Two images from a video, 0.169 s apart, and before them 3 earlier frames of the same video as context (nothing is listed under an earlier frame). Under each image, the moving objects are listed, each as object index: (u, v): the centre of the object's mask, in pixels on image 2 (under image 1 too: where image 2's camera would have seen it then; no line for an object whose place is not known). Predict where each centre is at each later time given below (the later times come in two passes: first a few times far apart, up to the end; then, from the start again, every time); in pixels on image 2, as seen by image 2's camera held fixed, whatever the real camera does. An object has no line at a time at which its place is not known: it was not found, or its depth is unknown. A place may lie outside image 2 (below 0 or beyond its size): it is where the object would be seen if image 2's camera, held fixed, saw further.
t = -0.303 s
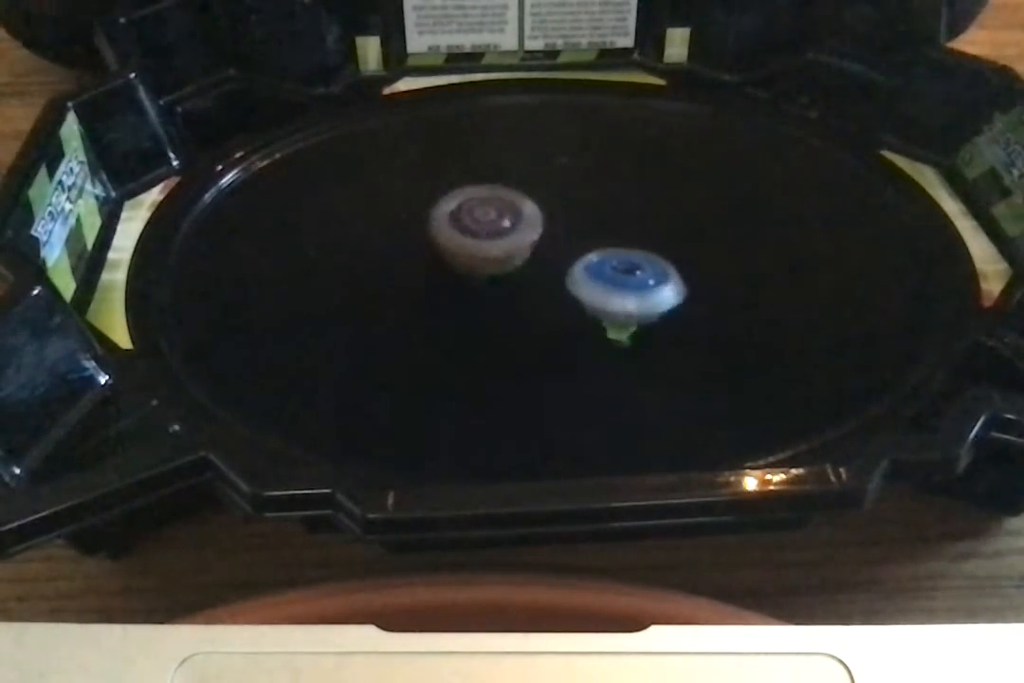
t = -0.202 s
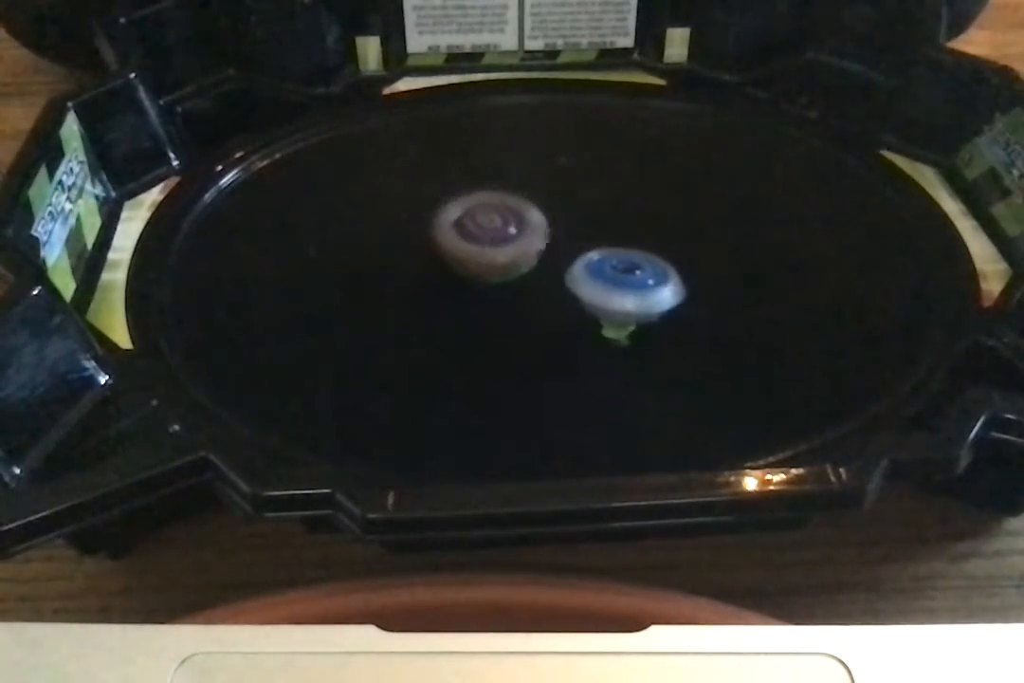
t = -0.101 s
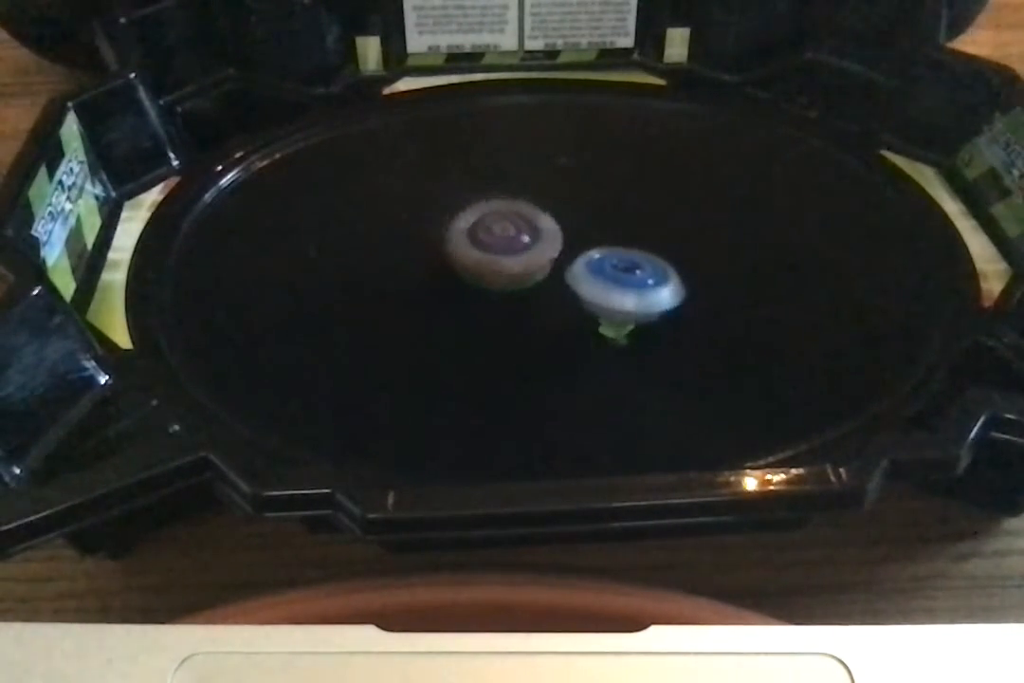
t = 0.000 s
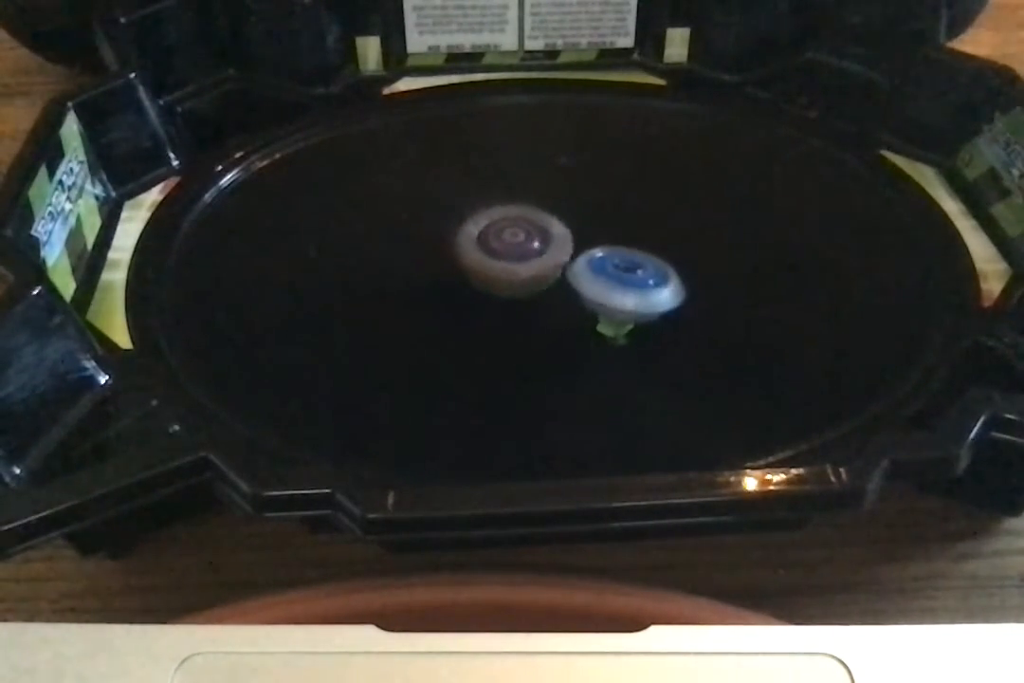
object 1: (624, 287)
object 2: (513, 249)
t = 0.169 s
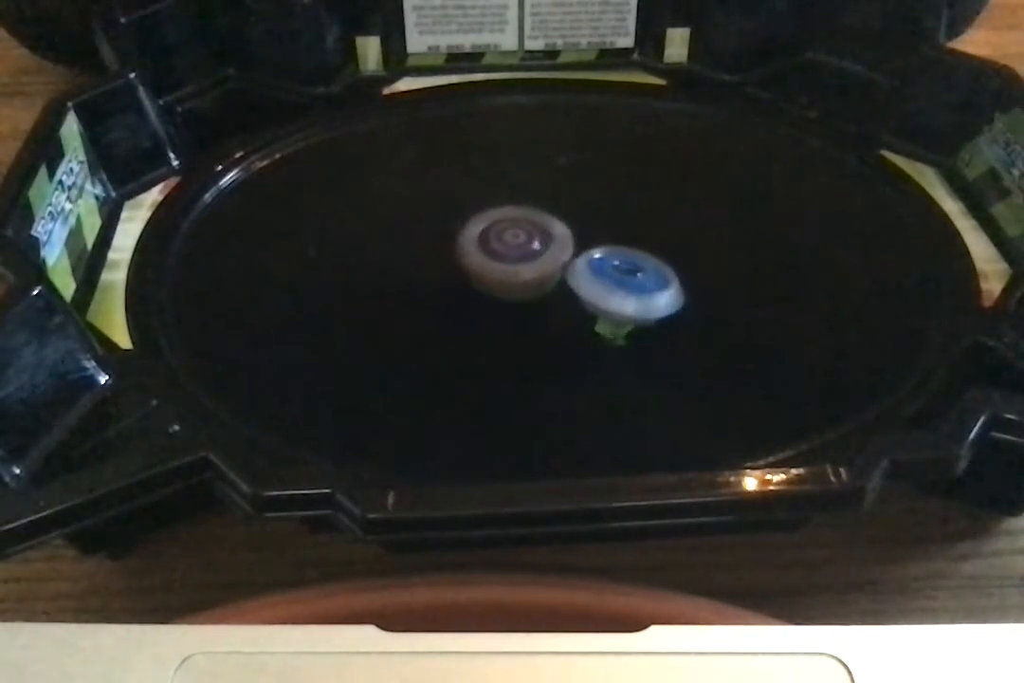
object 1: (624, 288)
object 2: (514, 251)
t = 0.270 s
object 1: (622, 287)
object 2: (513, 249)
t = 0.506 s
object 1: (624, 287)
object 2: (524, 243)
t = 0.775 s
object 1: (624, 293)
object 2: (520, 228)
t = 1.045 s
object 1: (624, 288)
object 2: (514, 232)
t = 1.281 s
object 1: (626, 288)
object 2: (515, 234)
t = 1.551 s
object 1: (628, 291)
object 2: (529, 229)
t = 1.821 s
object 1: (626, 296)
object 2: (545, 230)
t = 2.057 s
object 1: (620, 300)
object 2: (550, 236)
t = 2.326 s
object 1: (617, 296)
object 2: (513, 219)
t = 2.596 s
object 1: (607, 288)
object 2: (496, 239)
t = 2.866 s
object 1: (606, 280)
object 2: (497, 247)
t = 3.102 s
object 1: (607, 272)
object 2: (497, 245)
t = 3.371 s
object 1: (611, 269)
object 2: (498, 244)
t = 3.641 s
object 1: (613, 268)
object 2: (500, 244)
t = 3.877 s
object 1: (615, 267)
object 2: (502, 242)
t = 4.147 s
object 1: (618, 267)
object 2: (504, 241)
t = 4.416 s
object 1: (619, 269)
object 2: (506, 241)
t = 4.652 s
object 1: (618, 269)
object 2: (506, 239)
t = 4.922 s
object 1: (619, 269)
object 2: (510, 240)
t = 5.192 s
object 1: (617, 269)
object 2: (511, 237)
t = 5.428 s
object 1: (616, 271)
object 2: (505, 236)
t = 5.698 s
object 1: (618, 271)
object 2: (506, 238)
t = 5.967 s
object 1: (623, 270)
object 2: (512, 240)
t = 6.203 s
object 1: (626, 275)
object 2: (519, 246)
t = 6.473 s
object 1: (635, 284)
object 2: (495, 236)
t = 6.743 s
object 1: (603, 267)
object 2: (468, 221)
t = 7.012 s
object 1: (601, 258)
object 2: (496, 235)
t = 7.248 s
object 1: (610, 259)
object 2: (502, 231)
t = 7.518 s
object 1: (626, 261)
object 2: (501, 237)
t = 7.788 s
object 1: (639, 273)
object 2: (520, 253)
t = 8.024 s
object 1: (625, 284)
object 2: (505, 265)
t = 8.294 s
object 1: (604, 261)
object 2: (474, 241)
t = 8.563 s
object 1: (649, 243)
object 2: (510, 230)
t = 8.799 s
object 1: (676, 266)
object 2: (559, 241)
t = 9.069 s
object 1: (668, 285)
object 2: (547, 239)
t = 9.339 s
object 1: (634, 282)
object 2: (526, 220)
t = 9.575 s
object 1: (625, 289)
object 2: (544, 227)
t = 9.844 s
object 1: (616, 302)
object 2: (547, 214)
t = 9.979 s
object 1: (561, 308)
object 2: (531, 229)
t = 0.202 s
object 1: (622, 288)
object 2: (513, 250)
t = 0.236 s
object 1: (622, 287)
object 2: (513, 250)
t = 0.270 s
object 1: (622, 287)
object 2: (513, 249)
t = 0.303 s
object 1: (622, 287)
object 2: (513, 248)
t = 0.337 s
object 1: (622, 287)
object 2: (514, 247)
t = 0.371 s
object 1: (622, 287)
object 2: (515, 246)
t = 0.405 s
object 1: (623, 287)
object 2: (516, 245)
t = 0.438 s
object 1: (623, 287)
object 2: (519, 244)
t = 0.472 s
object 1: (624, 287)
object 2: (522, 243)
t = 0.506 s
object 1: (624, 287)
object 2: (524, 243)
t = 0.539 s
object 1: (624, 286)
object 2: (526, 243)
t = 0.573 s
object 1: (625, 286)
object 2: (529, 243)
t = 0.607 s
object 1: (625, 287)
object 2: (530, 243)
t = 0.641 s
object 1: (624, 287)
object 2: (531, 242)
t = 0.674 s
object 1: (629, 292)
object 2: (530, 240)
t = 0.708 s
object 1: (629, 294)
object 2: (526, 236)
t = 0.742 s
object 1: (625, 294)
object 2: (523, 232)
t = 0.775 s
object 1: (624, 293)
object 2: (520, 228)
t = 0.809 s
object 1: (623, 292)
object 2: (517, 227)
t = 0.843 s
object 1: (623, 291)
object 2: (516, 226)
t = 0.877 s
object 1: (623, 291)
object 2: (515, 226)
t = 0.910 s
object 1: (623, 290)
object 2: (515, 226)
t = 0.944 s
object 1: (623, 289)
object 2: (514, 227)
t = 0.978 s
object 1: (623, 289)
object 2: (514, 228)
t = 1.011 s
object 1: (624, 289)
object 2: (514, 230)
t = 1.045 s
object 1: (624, 288)
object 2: (514, 232)
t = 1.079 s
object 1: (624, 288)
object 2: (514, 233)
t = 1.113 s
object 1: (625, 288)
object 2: (514, 234)
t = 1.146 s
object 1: (625, 288)
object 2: (514, 234)
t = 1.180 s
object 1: (625, 288)
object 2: (514, 234)
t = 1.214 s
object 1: (625, 288)
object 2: (514, 234)
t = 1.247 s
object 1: (625, 288)
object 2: (515, 234)
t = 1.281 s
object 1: (626, 288)
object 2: (515, 234)
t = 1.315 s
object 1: (626, 289)
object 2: (516, 233)
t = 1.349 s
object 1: (626, 289)
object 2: (517, 233)
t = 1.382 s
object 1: (627, 289)
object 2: (518, 232)
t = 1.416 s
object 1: (627, 290)
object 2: (520, 231)
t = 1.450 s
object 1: (627, 290)
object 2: (522, 231)
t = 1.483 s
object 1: (627, 290)
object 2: (523, 230)
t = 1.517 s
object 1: (628, 291)
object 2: (527, 229)
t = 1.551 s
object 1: (628, 291)
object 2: (529, 229)
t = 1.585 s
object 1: (628, 292)
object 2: (531, 229)
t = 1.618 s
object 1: (628, 292)
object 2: (534, 228)
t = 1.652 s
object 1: (627, 293)
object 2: (537, 228)
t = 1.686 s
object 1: (627, 294)
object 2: (539, 228)
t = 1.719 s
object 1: (627, 294)
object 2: (540, 229)
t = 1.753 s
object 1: (626, 295)
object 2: (542, 229)
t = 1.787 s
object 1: (626, 295)
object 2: (544, 230)
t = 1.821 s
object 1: (626, 296)
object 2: (545, 230)
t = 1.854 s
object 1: (625, 297)
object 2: (546, 231)
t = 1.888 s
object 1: (624, 297)
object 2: (548, 232)
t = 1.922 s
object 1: (624, 297)
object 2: (548, 233)
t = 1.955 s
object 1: (623, 298)
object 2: (548, 234)
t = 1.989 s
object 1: (621, 299)
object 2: (549, 235)
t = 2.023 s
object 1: (620, 299)
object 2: (549, 236)
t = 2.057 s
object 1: (620, 300)
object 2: (550, 236)
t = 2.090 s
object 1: (625, 306)
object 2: (550, 235)
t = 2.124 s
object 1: (627, 308)
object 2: (546, 232)
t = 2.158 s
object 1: (627, 305)
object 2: (540, 227)
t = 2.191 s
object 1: (625, 303)
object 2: (535, 224)
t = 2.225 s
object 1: (623, 300)
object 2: (530, 222)
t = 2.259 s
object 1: (621, 299)
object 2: (524, 220)
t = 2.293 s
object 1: (619, 298)
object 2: (519, 219)
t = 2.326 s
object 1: (617, 296)
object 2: (513, 219)
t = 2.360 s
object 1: (616, 296)
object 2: (508, 220)
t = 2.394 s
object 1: (614, 294)
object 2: (504, 222)
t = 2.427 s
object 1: (612, 293)
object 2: (501, 225)
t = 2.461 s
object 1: (611, 292)
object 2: (498, 228)
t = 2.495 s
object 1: (610, 291)
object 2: (496, 230)
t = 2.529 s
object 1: (610, 289)
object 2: (496, 233)
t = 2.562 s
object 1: (609, 289)
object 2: (495, 236)
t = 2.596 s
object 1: (607, 288)
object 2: (496, 239)
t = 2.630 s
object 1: (607, 286)
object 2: (497, 242)
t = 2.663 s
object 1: (607, 285)
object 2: (499, 245)
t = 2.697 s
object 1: (606, 284)
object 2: (500, 247)
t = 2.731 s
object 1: (606, 283)
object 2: (500, 248)
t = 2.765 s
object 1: (606, 283)
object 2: (500, 248)
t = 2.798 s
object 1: (605, 282)
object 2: (498, 248)
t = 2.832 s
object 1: (605, 281)
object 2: (497, 247)
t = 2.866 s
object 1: (606, 280)
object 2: (497, 247)
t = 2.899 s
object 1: (606, 279)
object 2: (497, 246)
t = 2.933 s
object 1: (605, 278)
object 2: (496, 246)
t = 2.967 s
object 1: (605, 277)
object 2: (497, 246)
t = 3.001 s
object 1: (605, 275)
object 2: (497, 246)
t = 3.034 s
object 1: (606, 274)
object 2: (497, 246)
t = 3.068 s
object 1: (607, 273)
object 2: (496, 245)
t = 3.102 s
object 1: (607, 272)
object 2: (497, 245)
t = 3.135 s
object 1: (607, 271)
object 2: (497, 245)
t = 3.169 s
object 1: (608, 270)
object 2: (498, 244)
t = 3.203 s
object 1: (609, 270)
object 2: (498, 244)
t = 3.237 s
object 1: (609, 270)
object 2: (498, 244)
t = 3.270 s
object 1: (609, 270)
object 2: (498, 244)
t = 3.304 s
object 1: (610, 269)
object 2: (498, 243)
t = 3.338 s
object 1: (611, 269)
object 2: (498, 243)
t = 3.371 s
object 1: (611, 269)
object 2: (498, 244)
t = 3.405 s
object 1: (611, 269)
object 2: (498, 244)
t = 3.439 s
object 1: (611, 269)
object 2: (498, 244)
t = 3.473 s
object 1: (612, 269)
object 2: (499, 244)
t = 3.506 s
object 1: (612, 268)
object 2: (499, 244)
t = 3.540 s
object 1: (612, 268)
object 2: (499, 244)
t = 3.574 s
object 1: (613, 268)
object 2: (499, 244)
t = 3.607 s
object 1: (613, 268)
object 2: (500, 244)
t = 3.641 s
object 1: (613, 268)
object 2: (500, 244)
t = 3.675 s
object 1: (614, 268)
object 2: (501, 244)
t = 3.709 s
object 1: (614, 268)
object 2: (501, 244)
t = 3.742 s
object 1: (614, 268)
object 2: (501, 243)
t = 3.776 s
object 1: (614, 268)
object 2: (501, 243)
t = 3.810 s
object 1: (615, 267)
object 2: (502, 243)
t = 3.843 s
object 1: (615, 267)
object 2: (502, 242)
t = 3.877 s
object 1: (615, 267)
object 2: (502, 242)
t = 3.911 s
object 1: (615, 267)
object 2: (503, 242)
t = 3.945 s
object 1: (615, 267)
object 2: (504, 242)
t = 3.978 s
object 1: (616, 267)
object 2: (503, 241)
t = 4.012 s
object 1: (616, 267)
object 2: (504, 241)
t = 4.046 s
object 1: (616, 267)
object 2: (504, 241)
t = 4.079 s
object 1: (616, 267)
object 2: (504, 241)
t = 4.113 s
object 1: (617, 267)
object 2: (504, 241)
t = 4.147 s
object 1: (618, 267)
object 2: (504, 241)
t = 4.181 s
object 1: (619, 268)
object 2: (505, 241)
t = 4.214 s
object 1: (619, 268)
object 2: (506, 241)
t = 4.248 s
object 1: (619, 268)
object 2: (506, 241)
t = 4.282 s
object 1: (619, 268)
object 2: (506, 241)
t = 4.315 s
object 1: (619, 268)
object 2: (506, 241)
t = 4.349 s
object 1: (619, 268)
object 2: (506, 241)
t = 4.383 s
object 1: (619, 269)
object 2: (506, 241)
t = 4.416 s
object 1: (619, 269)
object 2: (506, 241)
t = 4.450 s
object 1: (619, 269)
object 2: (505, 241)
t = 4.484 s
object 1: (619, 269)
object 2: (505, 240)
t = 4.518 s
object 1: (619, 269)
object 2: (505, 240)
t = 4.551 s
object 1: (619, 269)
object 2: (505, 240)
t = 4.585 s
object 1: (619, 269)
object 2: (505, 240)
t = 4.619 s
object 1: (619, 269)
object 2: (505, 239)
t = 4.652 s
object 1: (618, 269)
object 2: (506, 239)
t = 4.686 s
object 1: (618, 269)
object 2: (506, 239)
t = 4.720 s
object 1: (618, 269)
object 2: (506, 239)
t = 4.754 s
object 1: (618, 269)
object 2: (506, 239)
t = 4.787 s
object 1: (618, 269)
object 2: (507, 239)
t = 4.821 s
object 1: (618, 269)
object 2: (507, 239)
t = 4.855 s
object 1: (618, 269)
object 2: (508, 239)
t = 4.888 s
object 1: (618, 269)
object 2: (509, 239)
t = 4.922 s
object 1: (619, 269)
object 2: (510, 240)
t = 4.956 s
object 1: (618, 269)
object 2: (510, 239)
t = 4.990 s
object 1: (618, 269)
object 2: (510, 239)
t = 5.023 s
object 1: (618, 269)
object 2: (511, 239)
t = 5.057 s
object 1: (618, 269)
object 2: (511, 239)
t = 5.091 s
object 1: (618, 269)
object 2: (511, 238)
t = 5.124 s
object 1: (617, 269)
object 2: (512, 238)
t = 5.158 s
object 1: (617, 269)
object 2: (511, 237)
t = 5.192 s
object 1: (617, 269)
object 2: (511, 237)
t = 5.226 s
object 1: (618, 270)
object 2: (511, 237)
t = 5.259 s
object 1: (617, 270)
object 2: (508, 236)
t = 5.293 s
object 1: (617, 270)
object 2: (508, 236)
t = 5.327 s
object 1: (617, 271)
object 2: (507, 236)
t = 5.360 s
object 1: (617, 271)
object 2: (505, 236)
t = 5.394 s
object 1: (617, 271)
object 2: (505, 236)
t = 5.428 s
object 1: (616, 271)
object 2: (505, 236)
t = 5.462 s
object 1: (616, 271)
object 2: (505, 236)
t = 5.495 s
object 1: (616, 271)
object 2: (505, 236)
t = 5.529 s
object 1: (617, 271)
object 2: (505, 237)
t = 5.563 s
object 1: (617, 271)
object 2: (505, 237)
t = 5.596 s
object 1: (617, 271)
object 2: (505, 237)
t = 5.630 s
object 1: (618, 271)
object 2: (506, 238)
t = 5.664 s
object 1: (618, 271)
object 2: (505, 238)
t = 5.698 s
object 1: (618, 271)
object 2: (506, 238)
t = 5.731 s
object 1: (619, 272)
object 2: (506, 238)
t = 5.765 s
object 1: (620, 271)
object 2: (506, 238)
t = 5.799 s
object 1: (620, 271)
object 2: (506, 238)
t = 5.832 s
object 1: (621, 271)
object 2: (507, 238)
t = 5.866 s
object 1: (621, 271)
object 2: (508, 238)
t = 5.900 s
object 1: (622, 270)
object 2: (509, 238)
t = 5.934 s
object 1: (622, 270)
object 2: (510, 239)
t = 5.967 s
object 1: (623, 270)
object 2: (512, 240)
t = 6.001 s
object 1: (624, 271)
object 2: (513, 240)
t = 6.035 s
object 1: (624, 271)
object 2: (514, 241)
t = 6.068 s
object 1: (625, 272)
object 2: (515, 242)
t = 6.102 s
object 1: (626, 273)
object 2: (516, 243)
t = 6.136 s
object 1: (626, 273)
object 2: (517, 243)
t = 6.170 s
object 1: (626, 274)
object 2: (518, 245)
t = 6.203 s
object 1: (626, 275)
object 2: (519, 246)
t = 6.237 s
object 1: (626, 276)
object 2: (519, 246)
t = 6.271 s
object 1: (625, 277)
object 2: (520, 247)
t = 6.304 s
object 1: (625, 278)
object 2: (521, 249)
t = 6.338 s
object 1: (624, 280)
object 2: (521, 249)
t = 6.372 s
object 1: (628, 285)
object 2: (522, 249)
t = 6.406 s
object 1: (634, 287)
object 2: (512, 246)
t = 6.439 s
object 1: (636, 287)
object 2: (503, 239)
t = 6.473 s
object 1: (635, 284)
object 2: (495, 236)
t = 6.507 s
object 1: (633, 284)
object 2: (486, 231)
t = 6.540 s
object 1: (630, 284)
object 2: (481, 228)
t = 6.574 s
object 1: (623, 284)
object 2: (475, 226)
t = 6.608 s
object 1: (617, 281)
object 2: (473, 224)
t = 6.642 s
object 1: (611, 278)
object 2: (470, 223)
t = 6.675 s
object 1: (607, 273)
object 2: (469, 222)
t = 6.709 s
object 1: (605, 270)
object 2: (469, 222)
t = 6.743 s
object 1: (603, 267)
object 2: (468, 221)
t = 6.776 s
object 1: (602, 265)
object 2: (470, 222)
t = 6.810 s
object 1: (601, 264)
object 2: (471, 222)
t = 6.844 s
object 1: (600, 263)
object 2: (474, 224)
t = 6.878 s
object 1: (599, 261)
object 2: (477, 225)
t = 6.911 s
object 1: (599, 260)
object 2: (481, 228)
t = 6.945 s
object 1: (599, 259)
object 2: (487, 230)
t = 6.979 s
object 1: (599, 258)
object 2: (489, 232)
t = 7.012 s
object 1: (601, 258)
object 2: (496, 235)
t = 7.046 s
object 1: (603, 258)
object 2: (497, 235)
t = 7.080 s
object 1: (604, 259)
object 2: (500, 235)
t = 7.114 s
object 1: (604, 259)
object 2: (500, 236)
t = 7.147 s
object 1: (605, 258)
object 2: (501, 235)
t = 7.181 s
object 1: (605, 259)
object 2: (502, 234)
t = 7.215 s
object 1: (607, 259)
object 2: (502, 233)
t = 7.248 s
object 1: (610, 259)
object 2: (502, 231)
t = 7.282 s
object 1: (611, 259)
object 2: (500, 229)
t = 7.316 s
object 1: (611, 259)
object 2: (499, 229)
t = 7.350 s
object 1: (613, 259)
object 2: (497, 229)
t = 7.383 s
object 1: (615, 259)
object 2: (497, 230)
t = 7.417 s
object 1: (619, 260)
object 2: (498, 231)
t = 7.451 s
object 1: (621, 260)
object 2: (498, 233)
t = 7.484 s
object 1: (623, 261)
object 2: (500, 235)
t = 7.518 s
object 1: (626, 261)
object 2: (501, 237)
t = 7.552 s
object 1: (629, 262)
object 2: (504, 239)
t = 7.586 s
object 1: (630, 264)
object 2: (505, 241)
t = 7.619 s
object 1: (632, 265)
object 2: (508, 242)
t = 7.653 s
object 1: (635, 266)
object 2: (510, 244)
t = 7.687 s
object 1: (636, 268)
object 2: (513, 246)
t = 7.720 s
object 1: (637, 270)
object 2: (516, 249)
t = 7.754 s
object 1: (638, 271)
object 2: (518, 251)
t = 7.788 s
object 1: (639, 273)
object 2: (520, 253)
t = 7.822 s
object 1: (638, 275)
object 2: (522, 256)
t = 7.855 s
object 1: (636, 278)
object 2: (523, 259)
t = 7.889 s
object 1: (633, 280)
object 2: (524, 262)
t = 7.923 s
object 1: (634, 285)
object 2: (522, 264)
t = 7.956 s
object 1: (633, 285)
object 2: (515, 265)
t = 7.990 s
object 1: (631, 285)
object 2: (510, 265)
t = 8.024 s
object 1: (625, 284)
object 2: (505, 265)
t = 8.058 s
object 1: (623, 287)
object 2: (500, 263)
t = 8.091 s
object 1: (623, 288)
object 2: (491, 261)
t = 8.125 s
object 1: (623, 285)
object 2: (485, 258)
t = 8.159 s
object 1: (620, 282)
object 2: (479, 255)
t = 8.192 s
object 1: (613, 280)
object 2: (476, 252)
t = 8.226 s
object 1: (605, 275)
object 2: (474, 248)
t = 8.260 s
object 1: (603, 269)
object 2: (473, 245)
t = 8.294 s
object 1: (604, 261)
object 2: (474, 241)
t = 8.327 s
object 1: (608, 255)
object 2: (475, 240)
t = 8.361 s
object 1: (614, 251)
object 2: (478, 238)
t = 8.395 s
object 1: (622, 246)
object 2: (480, 236)
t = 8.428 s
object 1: (630, 245)
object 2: (487, 233)
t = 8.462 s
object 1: (637, 244)
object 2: (491, 231)
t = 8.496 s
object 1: (642, 243)
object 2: (496, 231)
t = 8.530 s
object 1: (645, 243)
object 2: (504, 230)
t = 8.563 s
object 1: (649, 243)
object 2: (510, 230)
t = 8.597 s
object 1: (654, 245)
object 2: (520, 231)
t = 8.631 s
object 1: (659, 248)
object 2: (526, 231)
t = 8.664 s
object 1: (664, 251)
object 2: (534, 233)
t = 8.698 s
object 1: (668, 255)
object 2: (539, 234)
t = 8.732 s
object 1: (672, 259)
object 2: (546, 236)
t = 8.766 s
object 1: (675, 262)
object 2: (555, 238)
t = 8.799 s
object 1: (676, 266)
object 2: (559, 241)
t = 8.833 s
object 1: (675, 270)
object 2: (567, 244)
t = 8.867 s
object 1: (672, 275)
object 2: (571, 248)
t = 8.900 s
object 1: (672, 278)
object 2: (571, 251)
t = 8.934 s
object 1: (672, 287)
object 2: (570, 251)
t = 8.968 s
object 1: (668, 288)
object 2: (568, 252)
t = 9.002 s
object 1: (666, 286)
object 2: (564, 250)
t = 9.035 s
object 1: (667, 287)
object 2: (556, 244)
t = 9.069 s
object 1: (668, 285)
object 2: (547, 239)
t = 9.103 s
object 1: (668, 285)
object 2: (541, 234)
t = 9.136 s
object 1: (668, 284)
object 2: (532, 230)
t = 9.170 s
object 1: (666, 285)
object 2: (527, 227)
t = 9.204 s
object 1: (662, 287)
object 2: (526, 225)
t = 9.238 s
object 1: (657, 287)
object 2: (525, 222)
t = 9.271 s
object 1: (651, 284)
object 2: (525, 221)
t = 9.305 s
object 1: (643, 284)
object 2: (525, 221)
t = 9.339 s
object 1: (634, 282)
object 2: (526, 220)
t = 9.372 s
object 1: (627, 277)
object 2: (528, 221)
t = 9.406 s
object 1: (626, 274)
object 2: (532, 223)
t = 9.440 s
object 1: (627, 272)
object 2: (536, 225)
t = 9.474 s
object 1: (629, 269)
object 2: (539, 228)
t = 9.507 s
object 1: (631, 270)
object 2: (544, 230)
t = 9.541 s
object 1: (632, 275)
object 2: (545, 230)
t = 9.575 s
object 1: (625, 289)
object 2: (544, 227)
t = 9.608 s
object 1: (622, 306)
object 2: (546, 218)
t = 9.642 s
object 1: (629, 315)
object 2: (547, 214)
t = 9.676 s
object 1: (636, 320)
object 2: (546, 212)
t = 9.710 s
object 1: (642, 320)
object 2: (546, 211)
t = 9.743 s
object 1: (639, 318)
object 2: (548, 210)
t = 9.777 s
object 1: (635, 312)
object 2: (549, 211)
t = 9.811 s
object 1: (627, 305)
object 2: (549, 211)
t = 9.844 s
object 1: (616, 302)
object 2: (547, 214)
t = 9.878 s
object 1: (602, 301)
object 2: (541, 219)
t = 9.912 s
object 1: (588, 301)
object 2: (537, 224)
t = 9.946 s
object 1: (574, 303)
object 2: (534, 226)
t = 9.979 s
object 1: (561, 308)
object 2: (531, 229)
